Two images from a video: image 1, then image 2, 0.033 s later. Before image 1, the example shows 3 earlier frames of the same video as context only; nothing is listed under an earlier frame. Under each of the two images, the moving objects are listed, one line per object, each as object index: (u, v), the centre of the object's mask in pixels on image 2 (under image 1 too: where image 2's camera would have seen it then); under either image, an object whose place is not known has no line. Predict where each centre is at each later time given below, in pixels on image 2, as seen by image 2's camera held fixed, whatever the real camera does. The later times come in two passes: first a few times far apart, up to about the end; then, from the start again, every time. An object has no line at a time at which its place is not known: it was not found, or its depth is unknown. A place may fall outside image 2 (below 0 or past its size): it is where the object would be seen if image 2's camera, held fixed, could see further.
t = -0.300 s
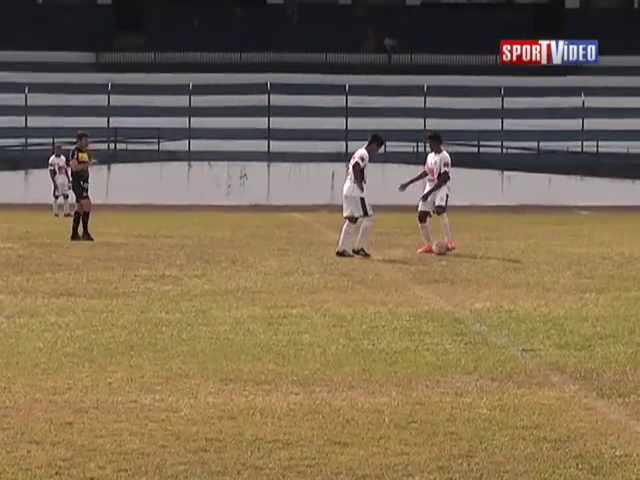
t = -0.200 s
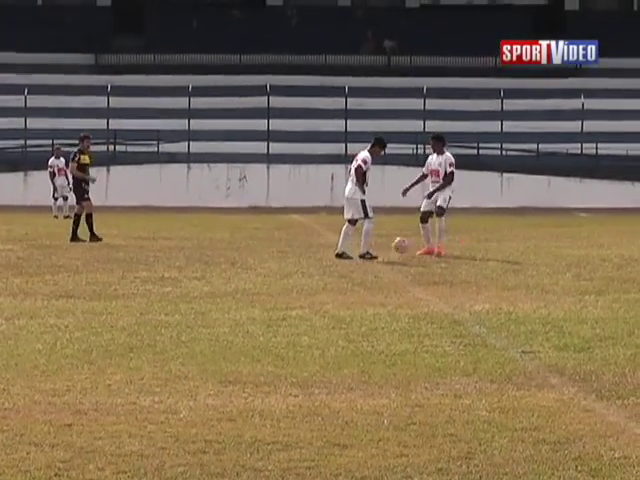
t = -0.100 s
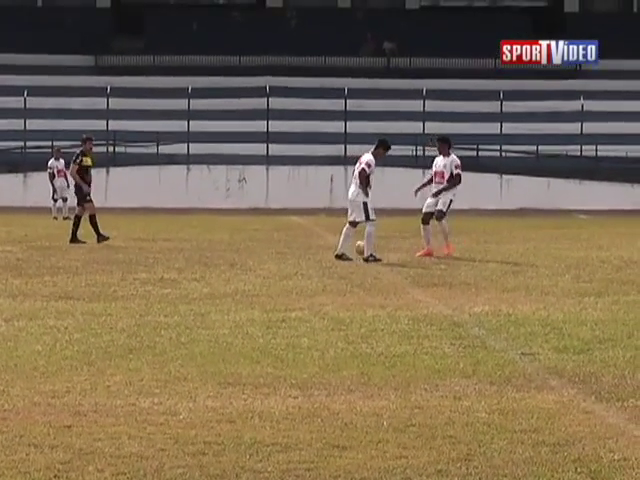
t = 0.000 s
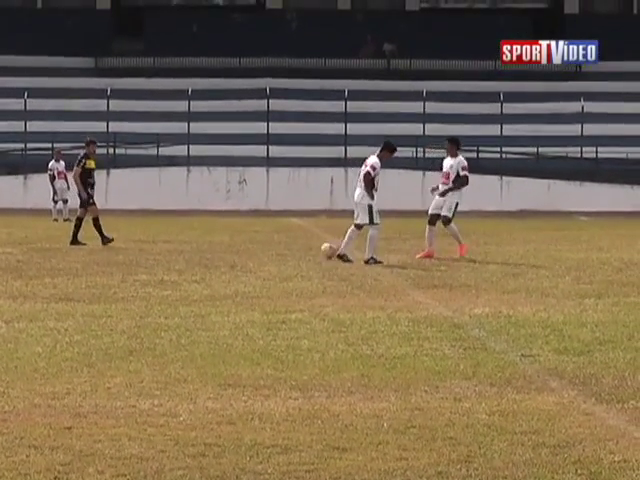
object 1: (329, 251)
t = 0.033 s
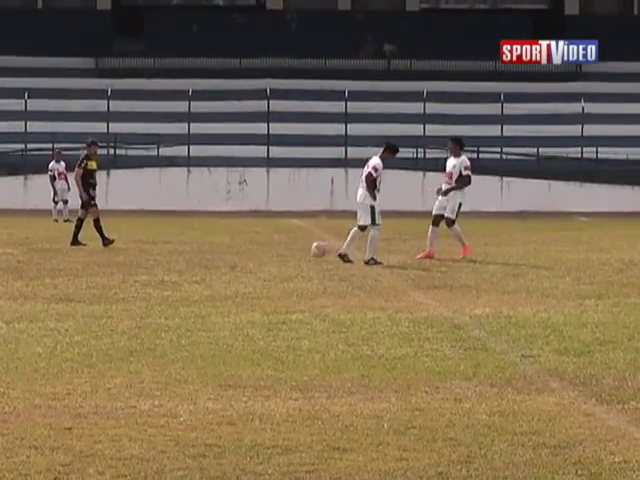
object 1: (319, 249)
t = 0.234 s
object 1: (262, 251)
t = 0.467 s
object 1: (204, 251)
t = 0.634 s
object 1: (163, 248)
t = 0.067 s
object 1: (308, 249)
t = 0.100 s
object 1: (299, 249)
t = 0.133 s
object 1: (290, 250)
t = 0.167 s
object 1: (280, 251)
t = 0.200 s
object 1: (270, 253)
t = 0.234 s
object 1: (262, 251)
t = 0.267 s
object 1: (252, 248)
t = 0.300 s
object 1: (245, 247)
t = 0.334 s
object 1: (237, 246)
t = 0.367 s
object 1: (229, 245)
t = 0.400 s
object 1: (221, 246)
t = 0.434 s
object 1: (213, 248)
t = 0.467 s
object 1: (204, 251)
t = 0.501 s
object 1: (196, 252)
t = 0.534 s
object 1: (188, 250)
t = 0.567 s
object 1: (179, 248)
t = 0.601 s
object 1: (171, 248)
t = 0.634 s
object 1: (163, 248)
